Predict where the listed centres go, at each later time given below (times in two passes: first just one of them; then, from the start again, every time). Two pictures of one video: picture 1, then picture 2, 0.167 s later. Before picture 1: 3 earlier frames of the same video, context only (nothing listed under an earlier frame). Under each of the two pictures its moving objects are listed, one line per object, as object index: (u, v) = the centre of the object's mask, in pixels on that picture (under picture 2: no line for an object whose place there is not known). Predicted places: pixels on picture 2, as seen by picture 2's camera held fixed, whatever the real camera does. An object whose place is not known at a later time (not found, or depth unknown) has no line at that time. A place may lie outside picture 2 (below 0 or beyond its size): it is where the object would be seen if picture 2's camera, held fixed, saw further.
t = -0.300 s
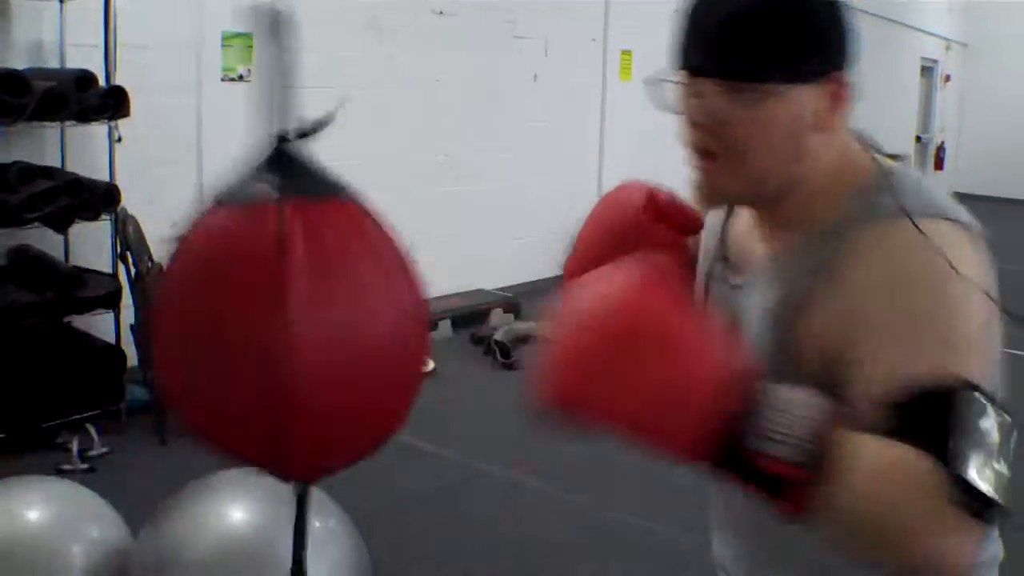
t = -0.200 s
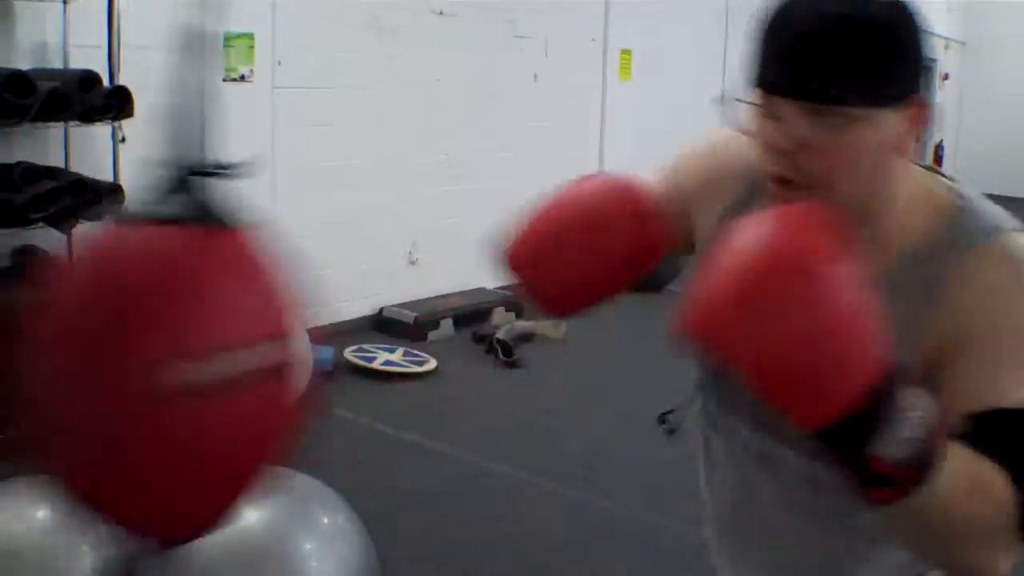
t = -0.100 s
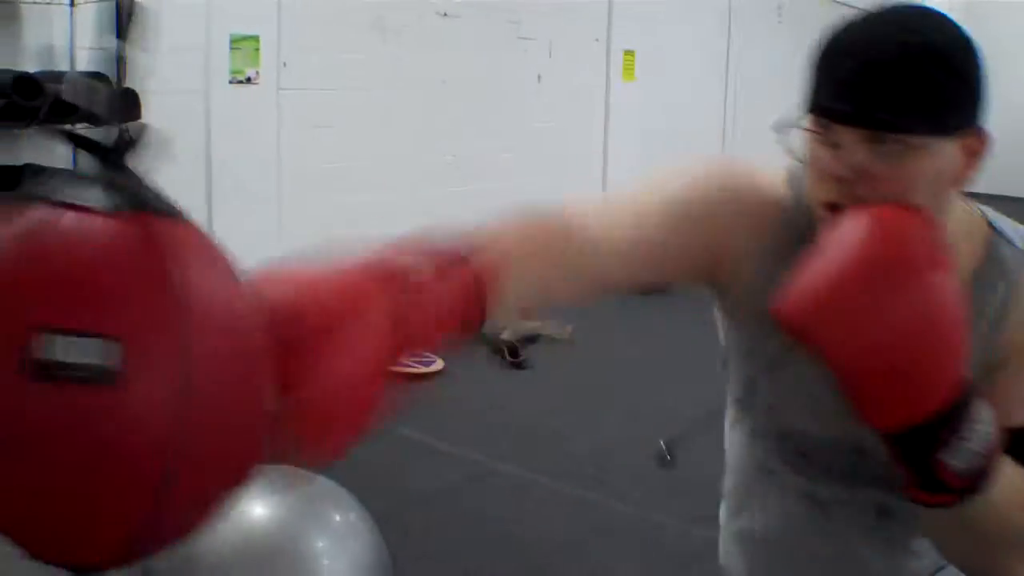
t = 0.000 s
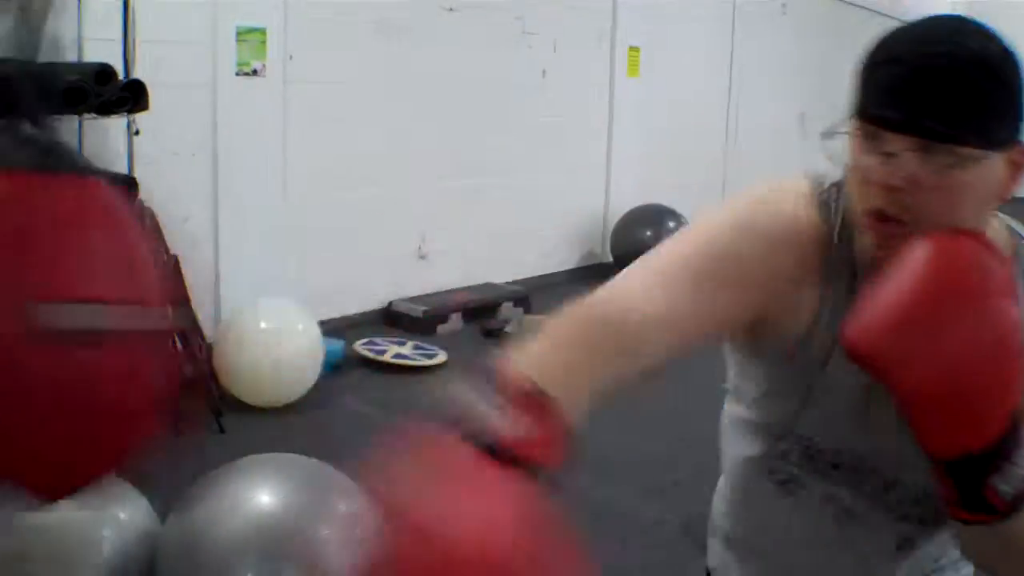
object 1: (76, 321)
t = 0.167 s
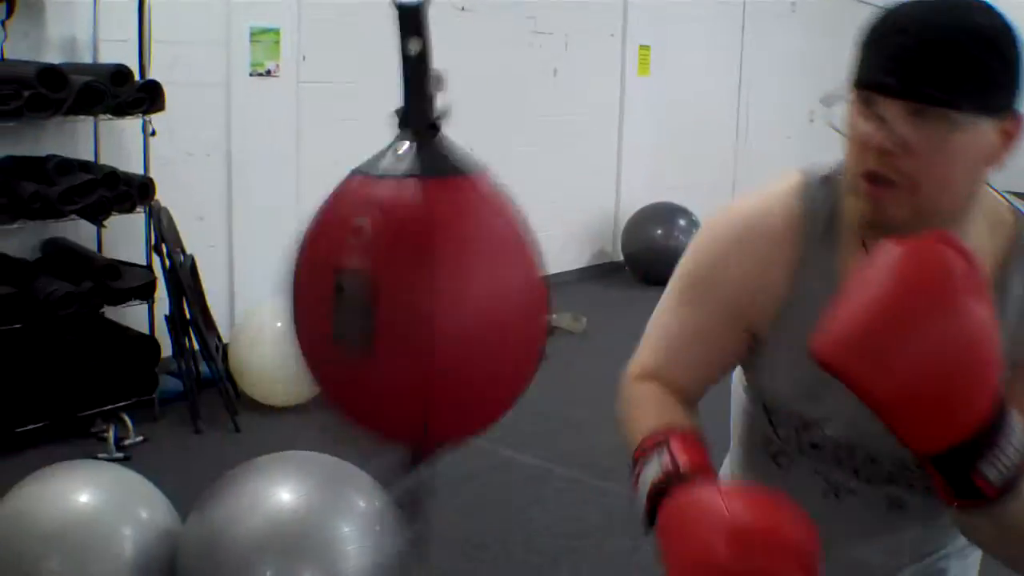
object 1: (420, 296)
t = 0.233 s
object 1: (258, 351)
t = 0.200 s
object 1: (367, 334)
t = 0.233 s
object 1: (258, 351)
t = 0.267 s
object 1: (169, 334)
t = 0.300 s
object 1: (143, 337)
